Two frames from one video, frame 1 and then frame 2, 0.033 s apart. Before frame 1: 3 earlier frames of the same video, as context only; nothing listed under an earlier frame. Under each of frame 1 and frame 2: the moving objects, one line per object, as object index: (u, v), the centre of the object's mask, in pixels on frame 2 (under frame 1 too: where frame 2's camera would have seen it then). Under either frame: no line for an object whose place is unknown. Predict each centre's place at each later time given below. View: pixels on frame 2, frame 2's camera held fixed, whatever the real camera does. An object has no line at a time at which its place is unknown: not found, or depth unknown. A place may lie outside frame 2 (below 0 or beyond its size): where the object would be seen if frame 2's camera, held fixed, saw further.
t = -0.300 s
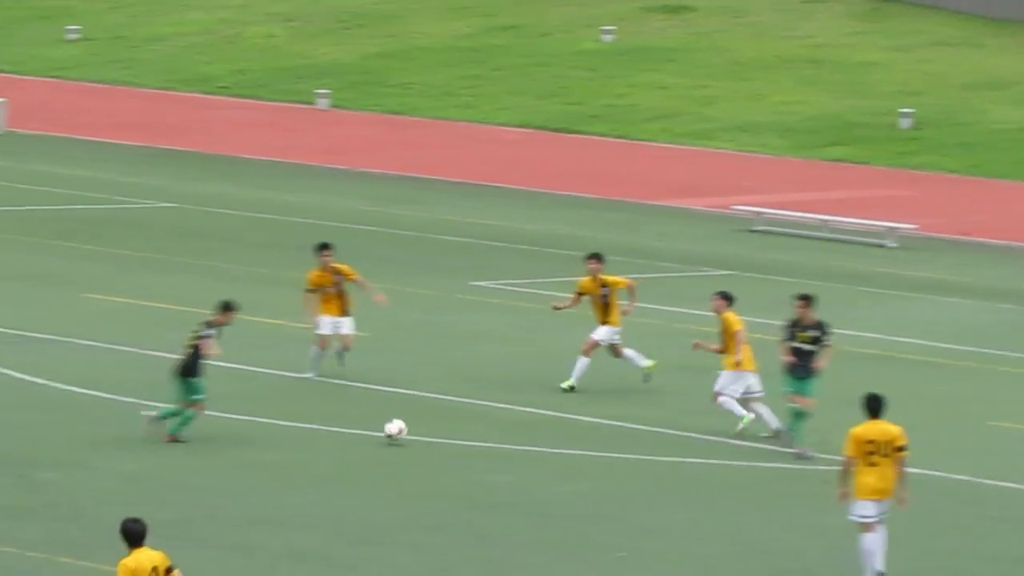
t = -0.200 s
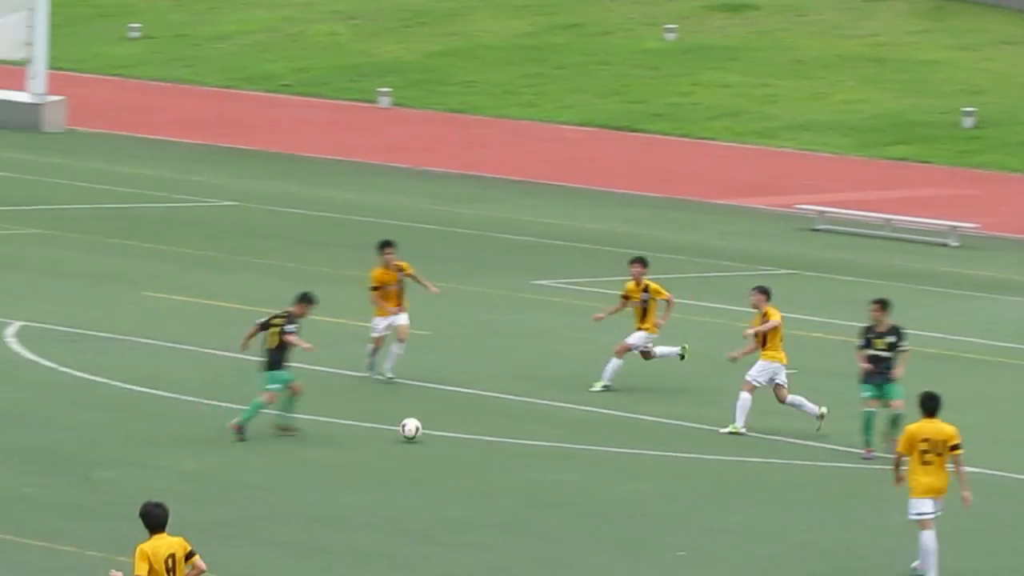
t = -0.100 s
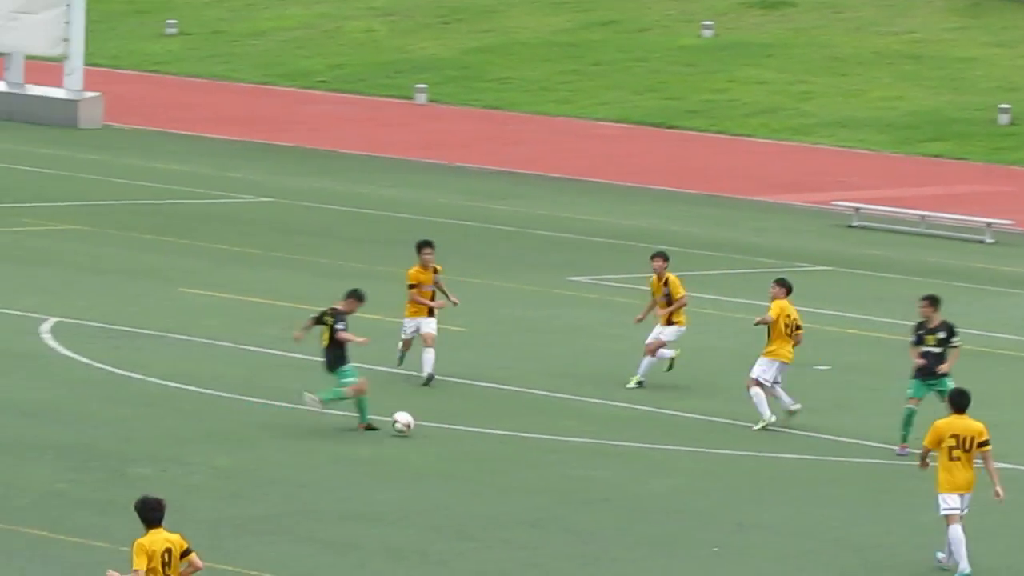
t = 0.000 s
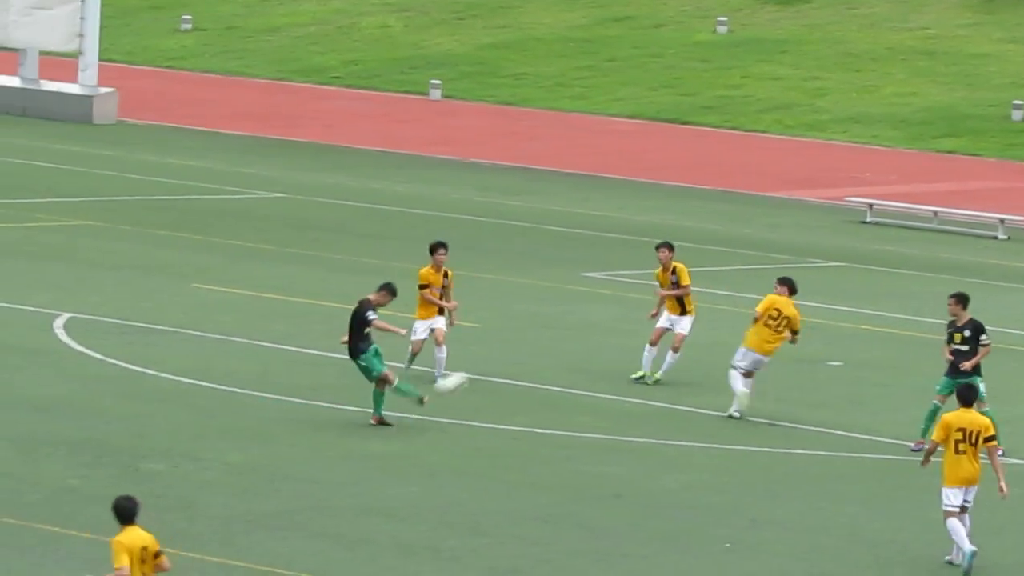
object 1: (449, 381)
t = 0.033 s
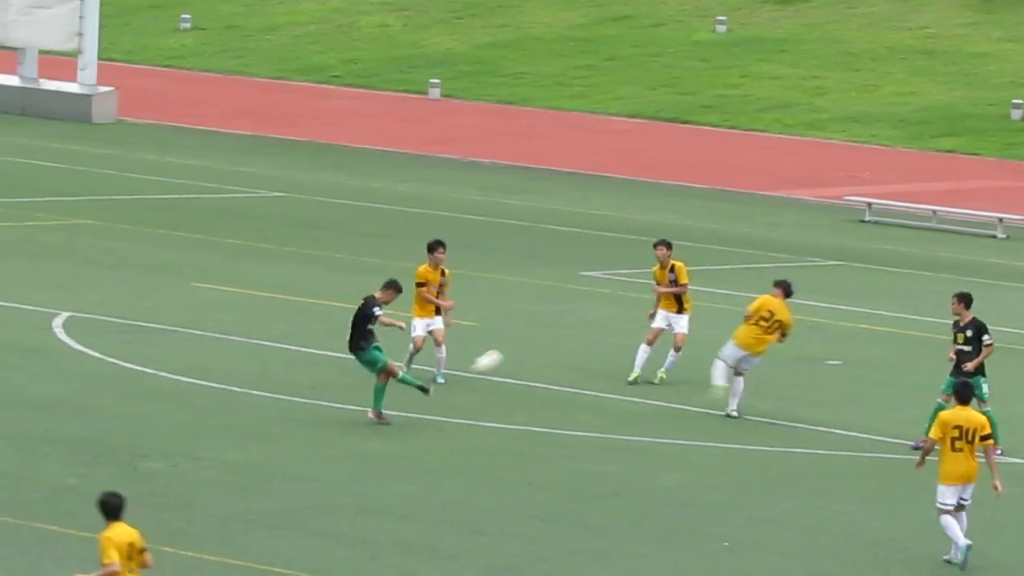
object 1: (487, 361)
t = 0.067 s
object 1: (522, 343)
